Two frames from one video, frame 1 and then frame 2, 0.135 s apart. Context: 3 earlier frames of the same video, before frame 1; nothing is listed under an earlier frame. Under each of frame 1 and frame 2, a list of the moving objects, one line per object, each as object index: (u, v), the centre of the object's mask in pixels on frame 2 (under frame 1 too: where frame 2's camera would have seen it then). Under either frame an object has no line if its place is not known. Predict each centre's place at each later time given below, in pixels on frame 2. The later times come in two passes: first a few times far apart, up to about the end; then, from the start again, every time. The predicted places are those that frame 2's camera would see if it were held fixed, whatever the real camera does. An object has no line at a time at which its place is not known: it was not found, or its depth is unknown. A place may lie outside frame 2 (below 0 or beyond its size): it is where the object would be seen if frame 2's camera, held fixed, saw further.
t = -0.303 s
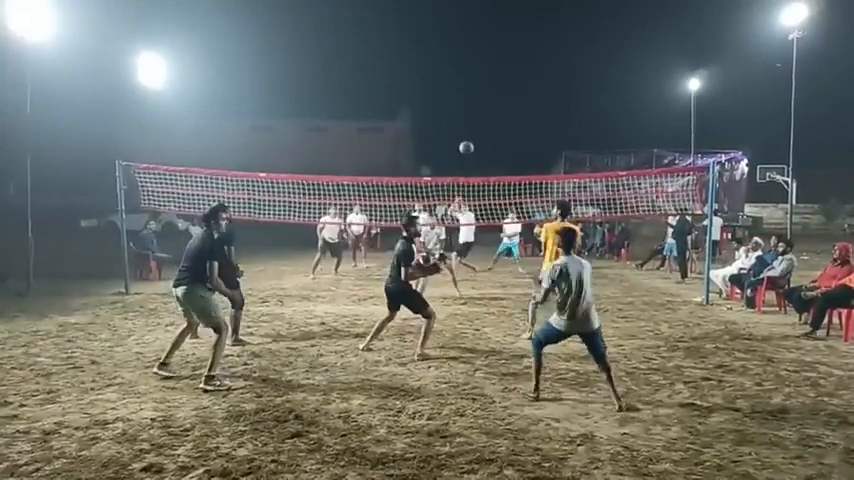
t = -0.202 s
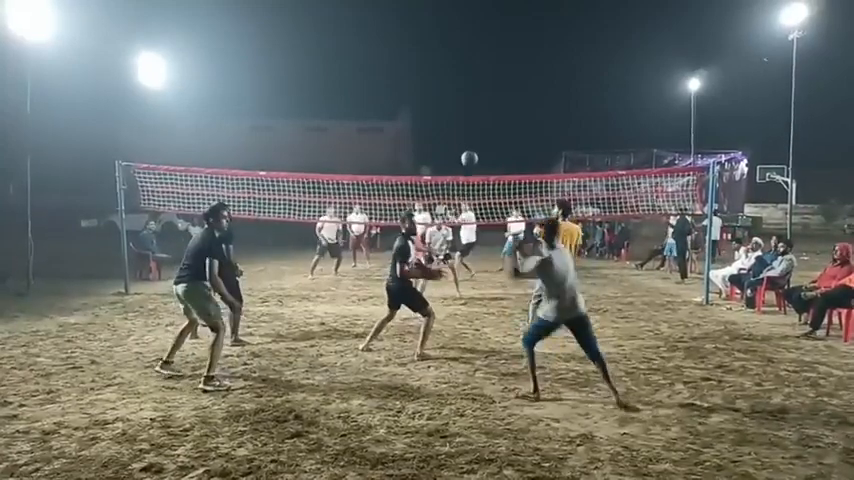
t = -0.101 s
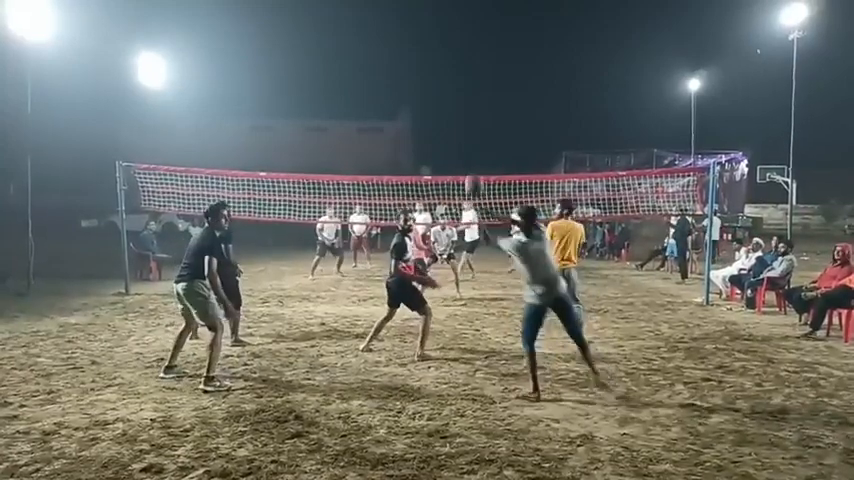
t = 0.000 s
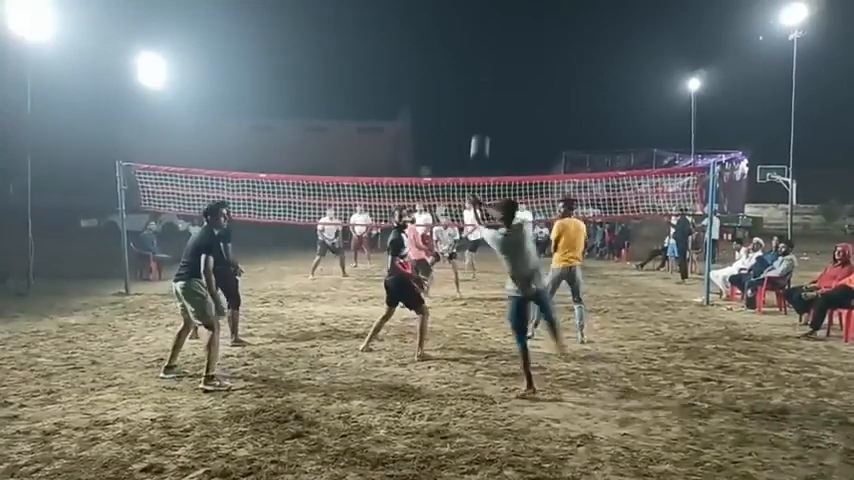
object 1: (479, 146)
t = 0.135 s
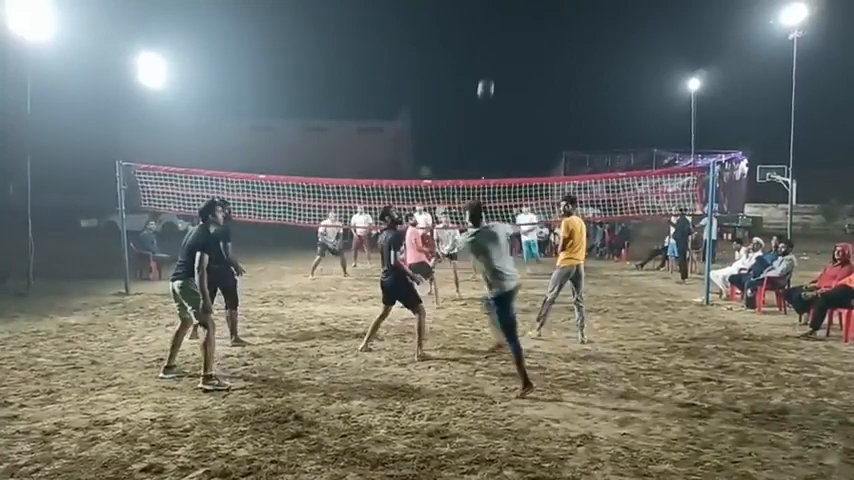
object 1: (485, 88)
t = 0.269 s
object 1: (491, 57)
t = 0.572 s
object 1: (502, 44)
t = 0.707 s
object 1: (505, 54)
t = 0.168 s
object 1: (486, 79)
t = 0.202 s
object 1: (488, 70)
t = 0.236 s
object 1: (489, 63)
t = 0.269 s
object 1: (491, 57)
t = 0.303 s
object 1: (492, 52)
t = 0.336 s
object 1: (493, 49)
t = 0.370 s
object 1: (494, 45)
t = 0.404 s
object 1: (496, 43)
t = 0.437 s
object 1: (497, 42)
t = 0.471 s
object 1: (498, 42)
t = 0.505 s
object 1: (499, 41)
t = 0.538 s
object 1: (501, 42)
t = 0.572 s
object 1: (502, 44)
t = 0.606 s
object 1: (503, 46)
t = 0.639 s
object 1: (504, 47)
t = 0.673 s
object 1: (505, 50)
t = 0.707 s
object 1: (505, 54)
